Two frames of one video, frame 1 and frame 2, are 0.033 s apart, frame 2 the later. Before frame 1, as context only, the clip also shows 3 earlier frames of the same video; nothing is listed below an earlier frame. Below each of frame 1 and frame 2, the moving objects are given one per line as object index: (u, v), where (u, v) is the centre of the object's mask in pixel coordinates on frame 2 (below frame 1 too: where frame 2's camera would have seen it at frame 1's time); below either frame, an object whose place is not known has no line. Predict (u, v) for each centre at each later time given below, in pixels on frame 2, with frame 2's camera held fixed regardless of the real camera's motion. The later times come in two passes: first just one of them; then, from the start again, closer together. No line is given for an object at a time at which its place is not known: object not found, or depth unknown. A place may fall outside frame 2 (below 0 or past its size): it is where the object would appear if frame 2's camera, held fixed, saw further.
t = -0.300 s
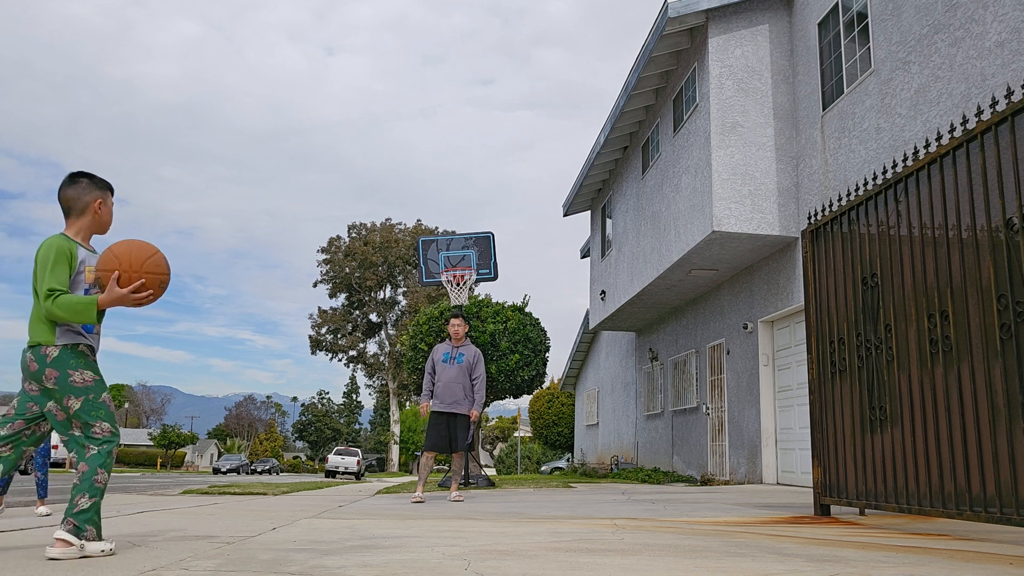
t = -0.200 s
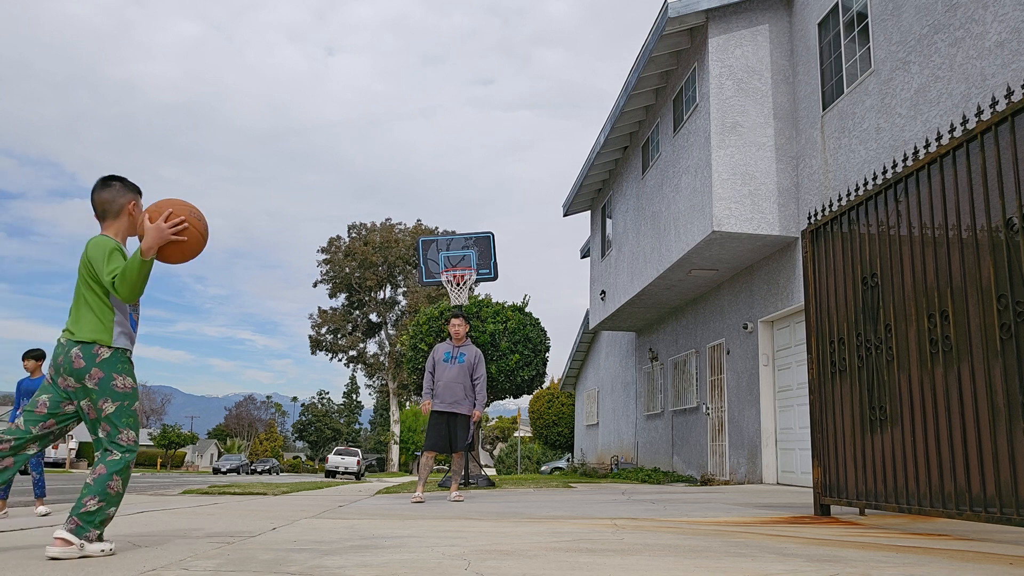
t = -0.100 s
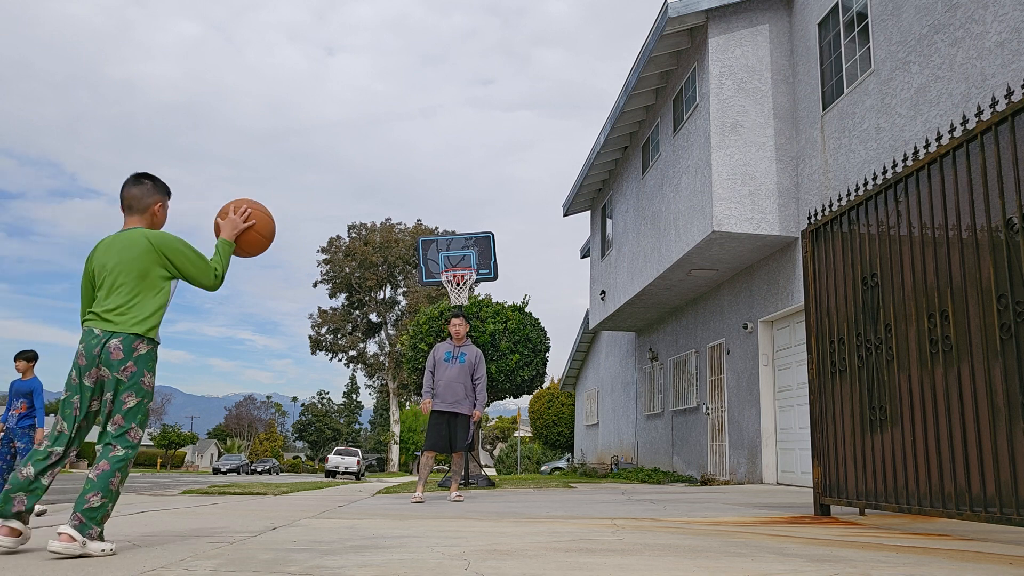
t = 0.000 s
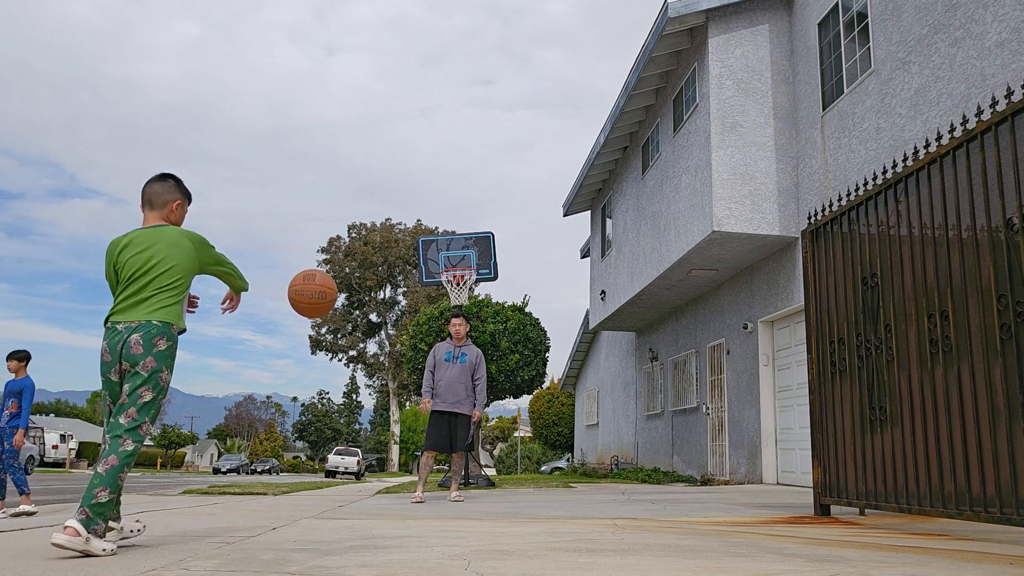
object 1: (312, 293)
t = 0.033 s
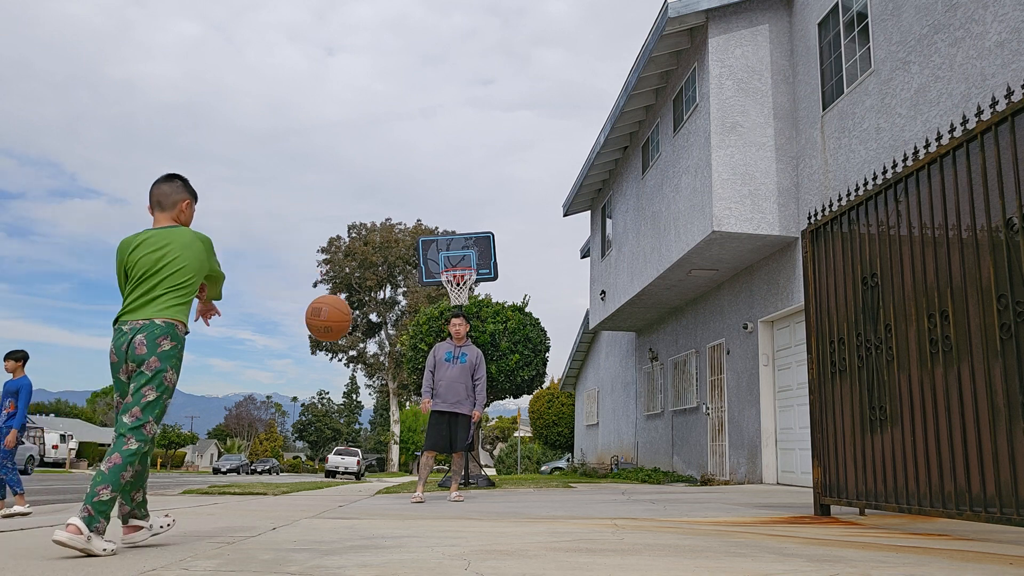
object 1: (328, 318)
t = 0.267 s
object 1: (402, 477)
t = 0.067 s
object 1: (343, 342)
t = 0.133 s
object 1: (366, 388)
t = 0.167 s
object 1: (377, 411)
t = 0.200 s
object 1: (386, 433)
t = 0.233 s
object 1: (394, 455)
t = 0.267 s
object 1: (402, 477)
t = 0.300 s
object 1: (409, 497)
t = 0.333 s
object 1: (414, 479)
